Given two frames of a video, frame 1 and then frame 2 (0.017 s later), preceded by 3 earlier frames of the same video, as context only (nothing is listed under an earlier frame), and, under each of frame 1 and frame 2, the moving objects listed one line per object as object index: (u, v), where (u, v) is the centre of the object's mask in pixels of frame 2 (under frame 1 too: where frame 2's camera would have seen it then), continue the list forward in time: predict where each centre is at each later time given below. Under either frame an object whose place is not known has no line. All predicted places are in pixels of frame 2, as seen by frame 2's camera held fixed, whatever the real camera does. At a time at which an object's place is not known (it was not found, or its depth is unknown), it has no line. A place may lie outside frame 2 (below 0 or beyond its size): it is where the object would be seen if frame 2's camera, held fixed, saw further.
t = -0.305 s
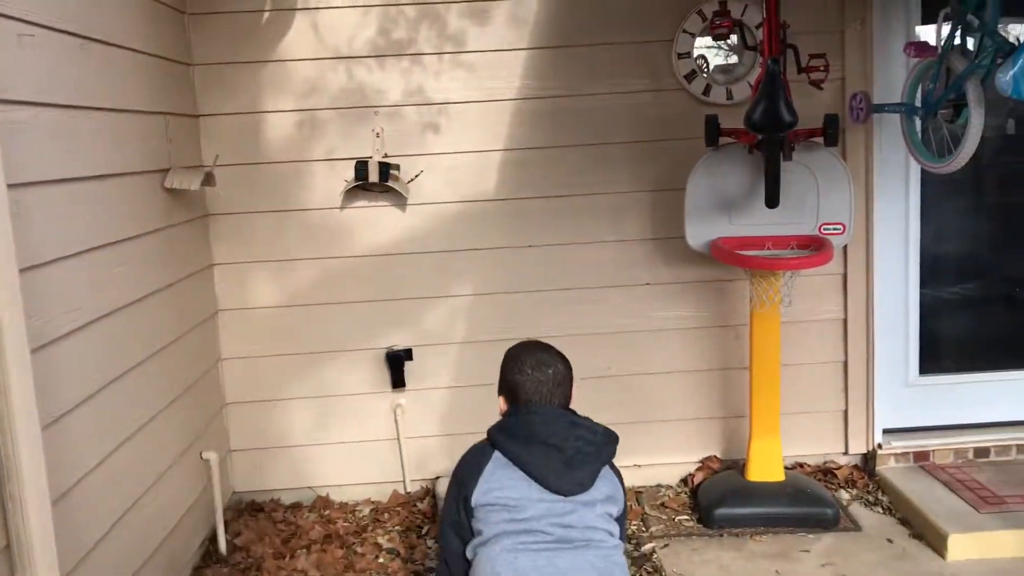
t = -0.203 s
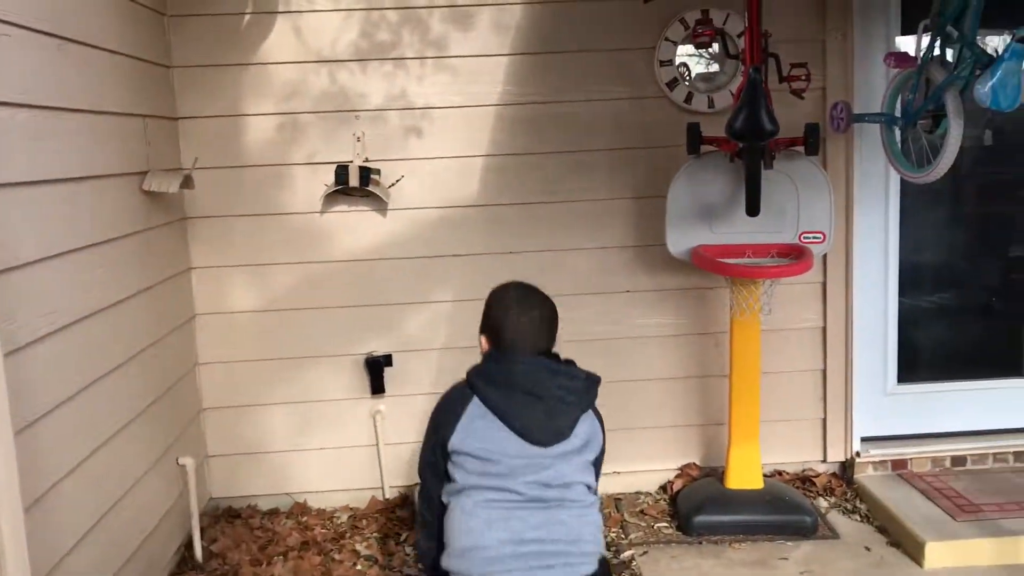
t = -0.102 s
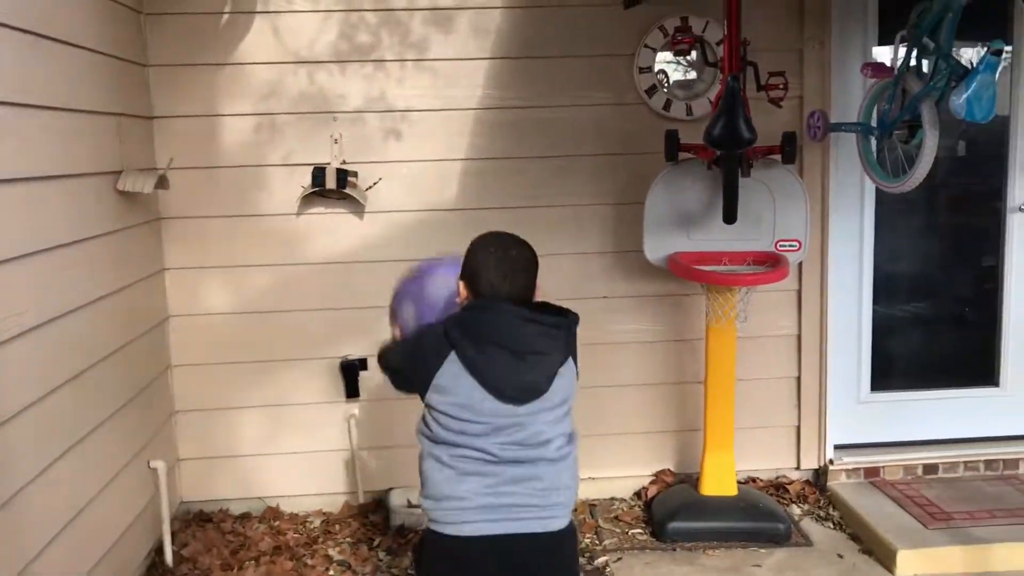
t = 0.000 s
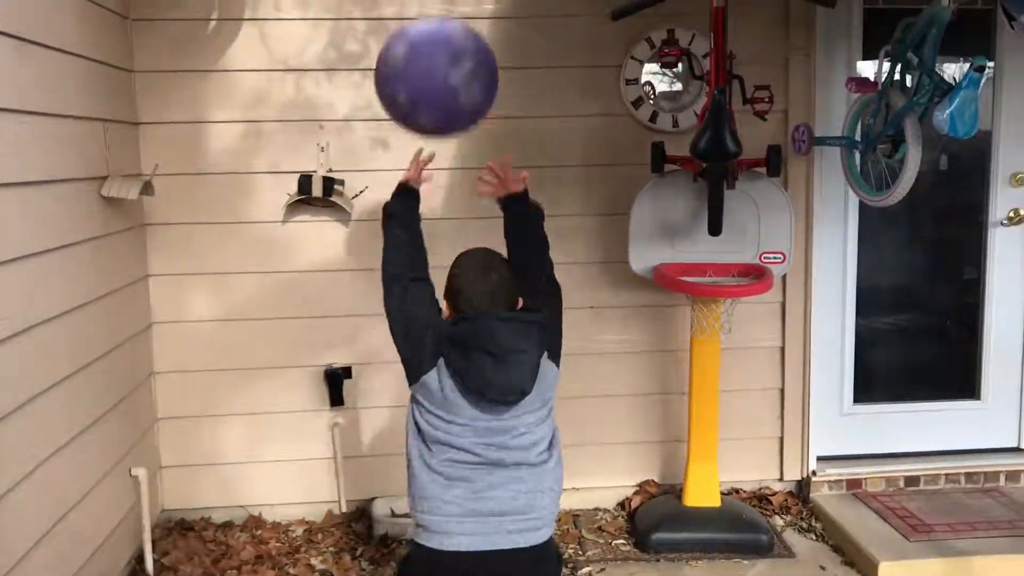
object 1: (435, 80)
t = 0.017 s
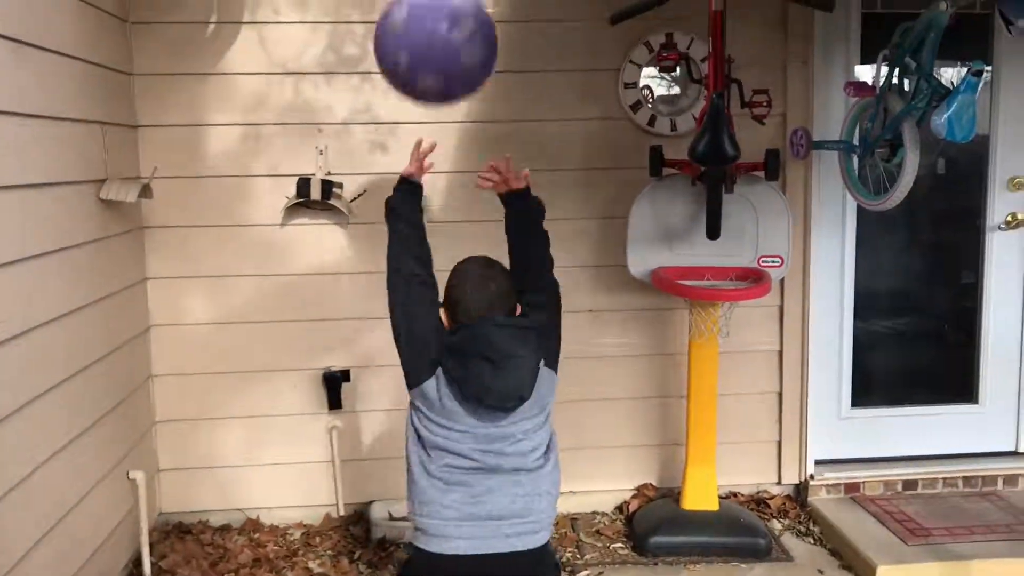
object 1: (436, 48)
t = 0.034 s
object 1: (437, 27)
